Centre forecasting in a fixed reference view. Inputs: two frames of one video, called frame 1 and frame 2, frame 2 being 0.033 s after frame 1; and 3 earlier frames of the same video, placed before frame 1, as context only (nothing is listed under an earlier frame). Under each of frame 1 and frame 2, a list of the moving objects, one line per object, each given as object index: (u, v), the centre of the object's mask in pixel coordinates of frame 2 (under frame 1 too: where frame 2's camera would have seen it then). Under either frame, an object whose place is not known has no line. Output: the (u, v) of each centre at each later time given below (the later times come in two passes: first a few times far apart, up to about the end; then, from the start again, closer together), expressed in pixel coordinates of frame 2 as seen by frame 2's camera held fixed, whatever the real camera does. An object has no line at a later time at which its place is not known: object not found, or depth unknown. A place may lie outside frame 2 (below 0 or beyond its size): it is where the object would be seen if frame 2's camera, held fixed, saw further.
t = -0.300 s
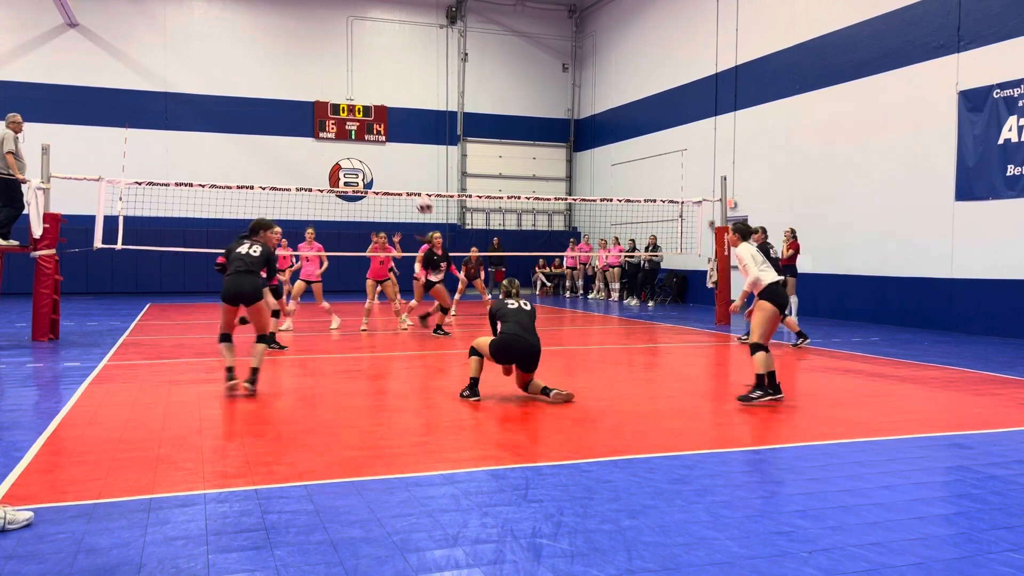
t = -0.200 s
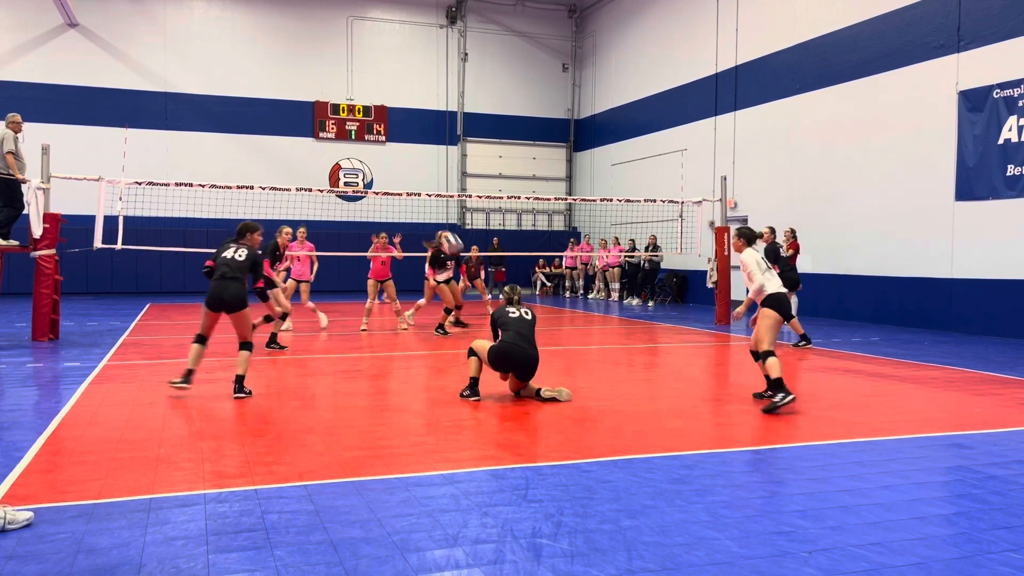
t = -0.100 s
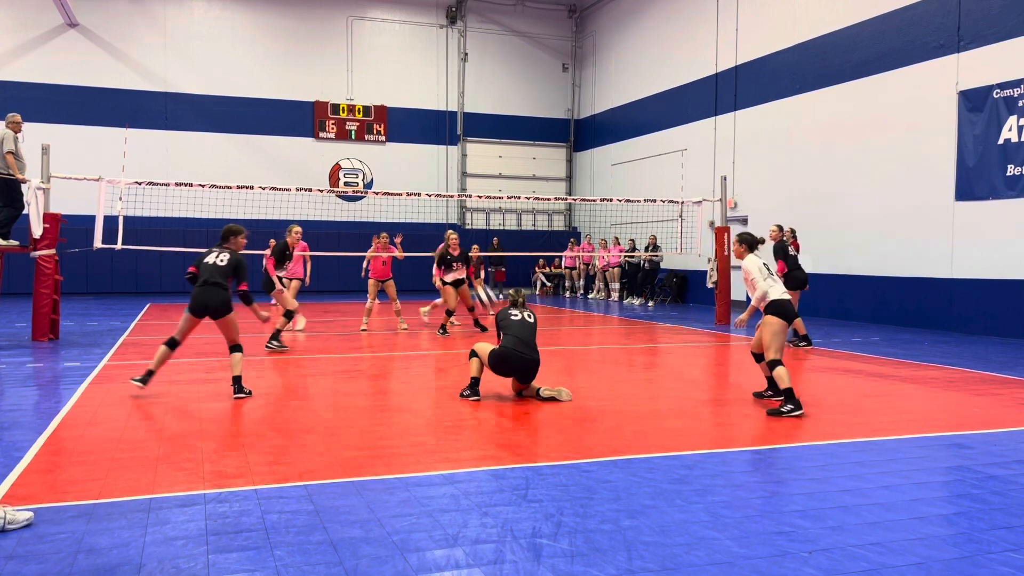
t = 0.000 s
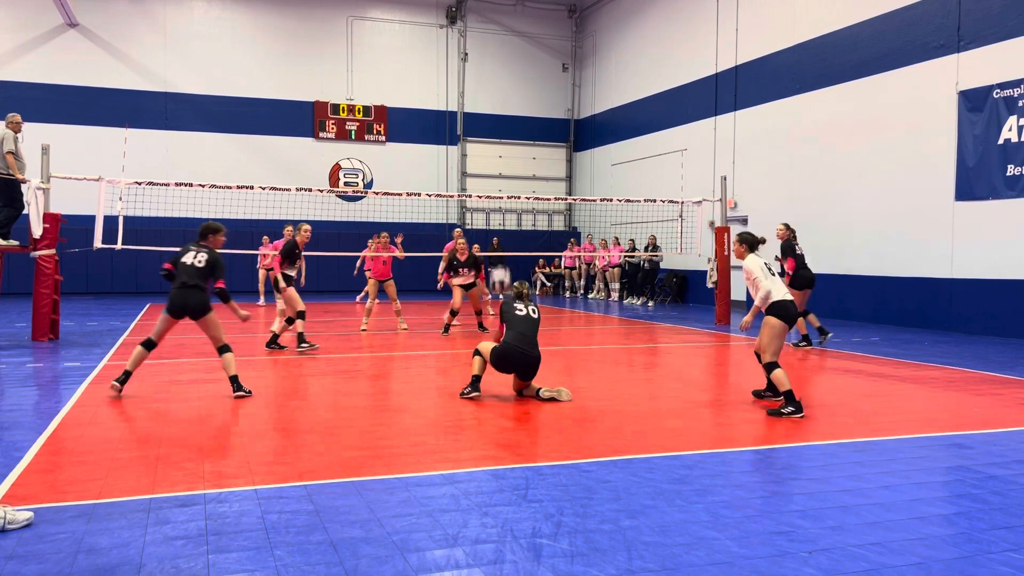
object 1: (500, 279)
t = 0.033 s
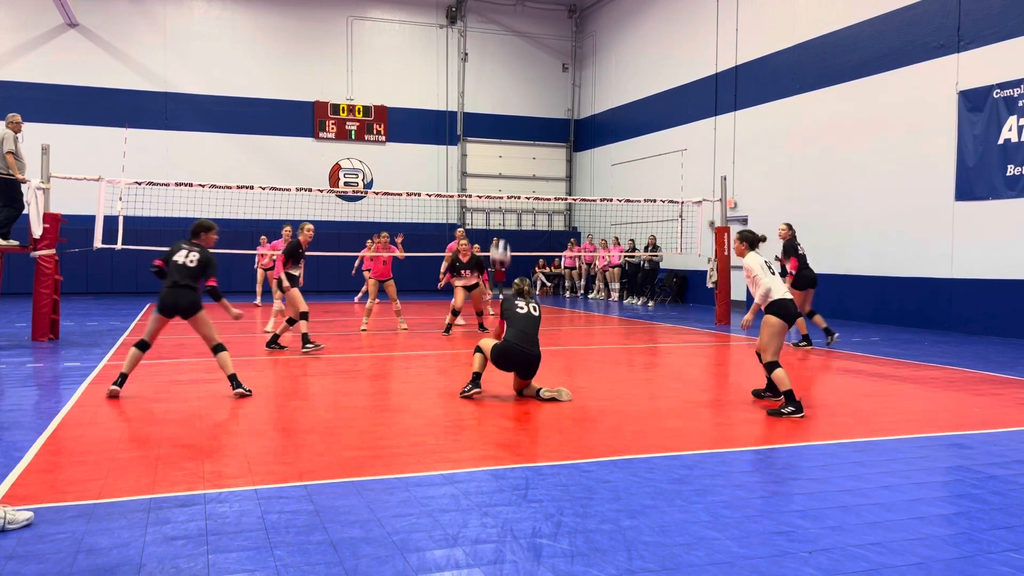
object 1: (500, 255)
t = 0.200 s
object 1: (499, 147)
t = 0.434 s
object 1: (497, 58)
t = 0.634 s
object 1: (493, 28)
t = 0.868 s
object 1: (490, 39)
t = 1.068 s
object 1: (486, 82)
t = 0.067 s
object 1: (501, 229)
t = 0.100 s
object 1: (501, 207)
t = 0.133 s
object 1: (500, 184)
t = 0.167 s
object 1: (500, 165)
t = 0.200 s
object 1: (499, 147)
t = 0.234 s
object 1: (499, 129)
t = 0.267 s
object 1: (499, 116)
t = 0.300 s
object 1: (498, 101)
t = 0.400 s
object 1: (497, 67)
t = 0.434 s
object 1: (497, 58)
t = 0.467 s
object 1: (496, 50)
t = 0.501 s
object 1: (496, 43)
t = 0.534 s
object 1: (495, 38)
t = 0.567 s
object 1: (495, 34)
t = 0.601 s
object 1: (494, 30)
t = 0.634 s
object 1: (493, 28)
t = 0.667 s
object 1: (493, 27)
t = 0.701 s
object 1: (492, 27)
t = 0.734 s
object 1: (492, 27)
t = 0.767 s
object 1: (491, 29)
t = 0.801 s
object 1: (491, 31)
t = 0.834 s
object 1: (490, 35)
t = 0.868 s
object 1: (490, 39)
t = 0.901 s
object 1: (489, 44)
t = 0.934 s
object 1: (489, 50)
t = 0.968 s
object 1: (488, 57)
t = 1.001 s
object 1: (488, 64)
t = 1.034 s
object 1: (487, 72)
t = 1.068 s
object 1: (486, 82)
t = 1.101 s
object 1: (486, 91)
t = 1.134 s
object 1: (485, 102)
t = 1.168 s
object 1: (485, 113)
